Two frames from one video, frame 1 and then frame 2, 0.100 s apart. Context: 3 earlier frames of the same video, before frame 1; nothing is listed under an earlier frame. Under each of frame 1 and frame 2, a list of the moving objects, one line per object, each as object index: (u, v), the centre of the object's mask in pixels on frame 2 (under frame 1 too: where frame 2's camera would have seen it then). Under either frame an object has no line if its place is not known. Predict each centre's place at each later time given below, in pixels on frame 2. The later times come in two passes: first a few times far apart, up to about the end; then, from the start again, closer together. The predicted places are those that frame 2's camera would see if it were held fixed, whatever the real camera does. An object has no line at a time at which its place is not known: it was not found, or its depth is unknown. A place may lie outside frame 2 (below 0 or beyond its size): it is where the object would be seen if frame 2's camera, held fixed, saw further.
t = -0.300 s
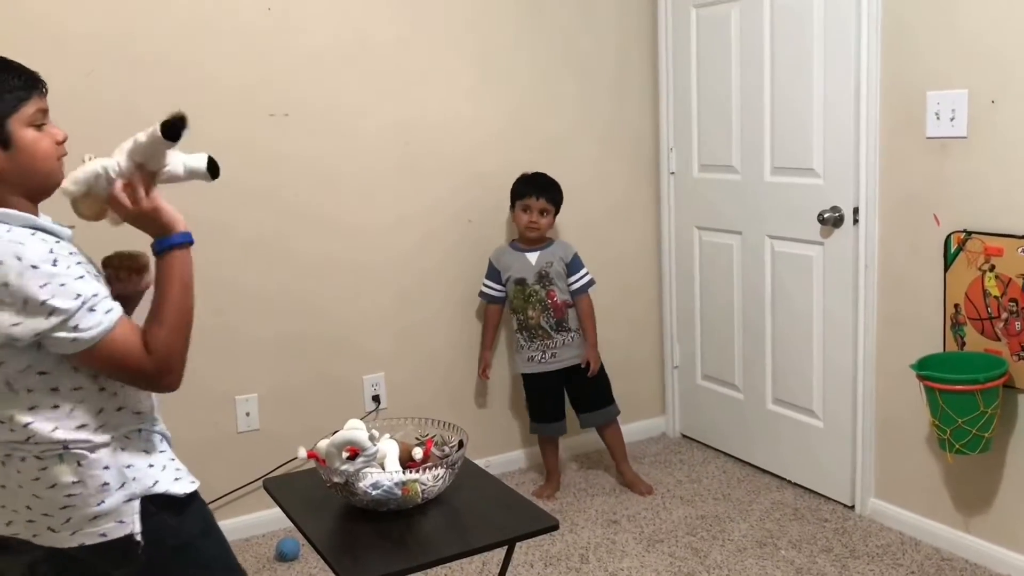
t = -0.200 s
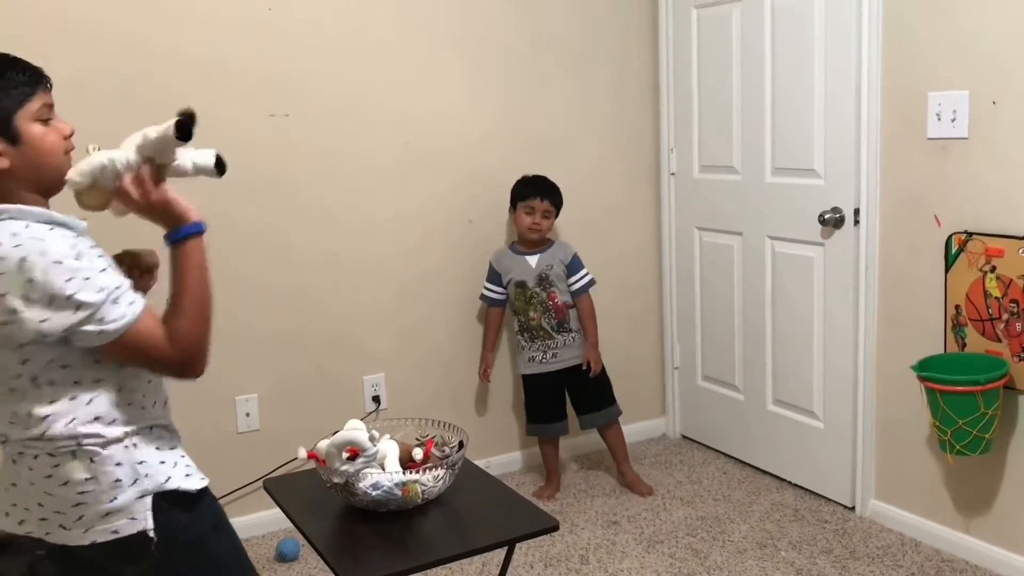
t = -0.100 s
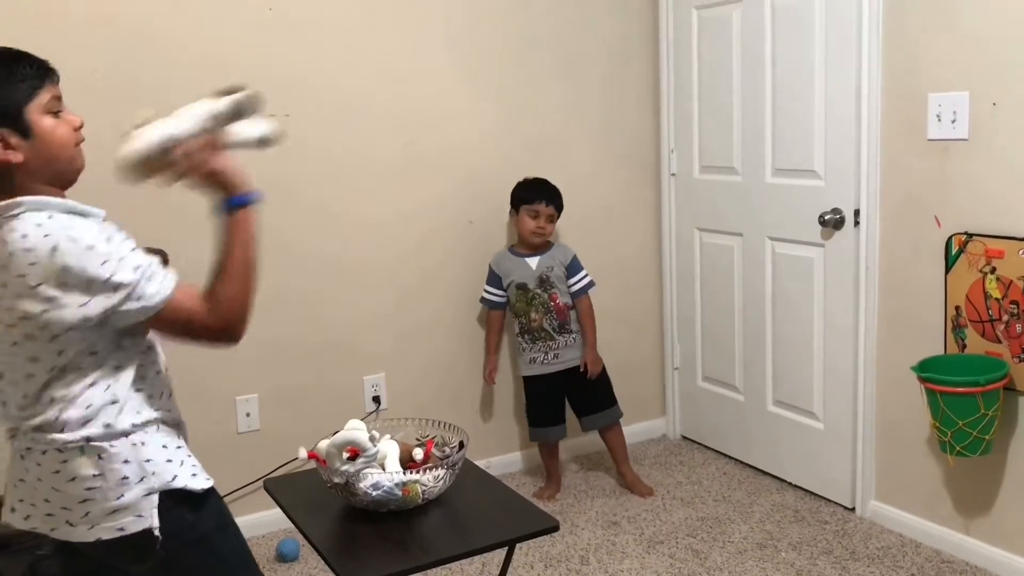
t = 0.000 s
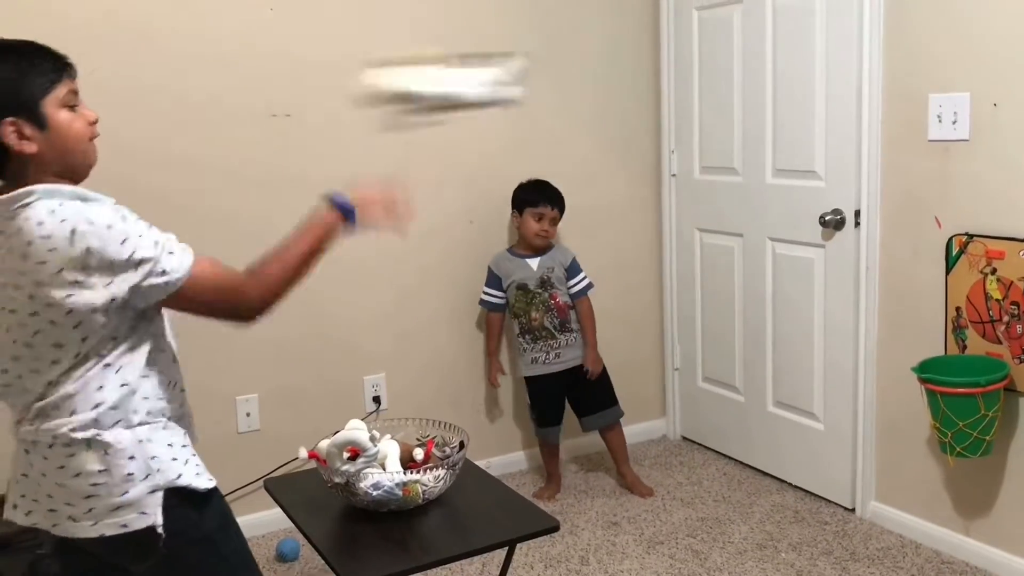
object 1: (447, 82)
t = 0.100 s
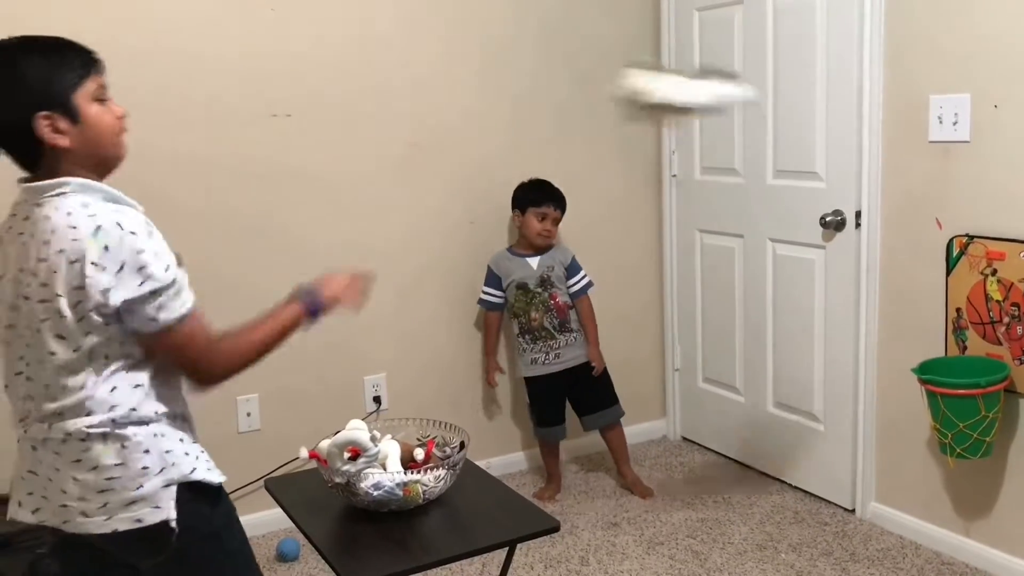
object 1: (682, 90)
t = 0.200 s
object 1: (865, 137)
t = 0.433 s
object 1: (960, 242)
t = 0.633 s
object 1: (925, 389)
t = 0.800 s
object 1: (884, 554)
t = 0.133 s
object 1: (748, 101)
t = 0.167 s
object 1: (806, 117)
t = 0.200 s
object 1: (865, 137)
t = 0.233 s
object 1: (915, 158)
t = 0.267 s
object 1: (966, 189)
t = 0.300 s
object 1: (988, 207)
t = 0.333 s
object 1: (983, 221)
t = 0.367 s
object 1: (973, 228)
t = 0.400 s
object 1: (969, 234)
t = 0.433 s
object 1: (960, 242)
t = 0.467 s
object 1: (952, 263)
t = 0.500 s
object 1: (945, 285)
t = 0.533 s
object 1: (940, 308)
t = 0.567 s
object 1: (932, 332)
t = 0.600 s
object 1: (930, 362)
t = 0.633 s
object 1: (925, 389)
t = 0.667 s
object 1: (920, 413)
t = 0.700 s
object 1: (906, 441)
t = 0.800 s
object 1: (884, 554)
